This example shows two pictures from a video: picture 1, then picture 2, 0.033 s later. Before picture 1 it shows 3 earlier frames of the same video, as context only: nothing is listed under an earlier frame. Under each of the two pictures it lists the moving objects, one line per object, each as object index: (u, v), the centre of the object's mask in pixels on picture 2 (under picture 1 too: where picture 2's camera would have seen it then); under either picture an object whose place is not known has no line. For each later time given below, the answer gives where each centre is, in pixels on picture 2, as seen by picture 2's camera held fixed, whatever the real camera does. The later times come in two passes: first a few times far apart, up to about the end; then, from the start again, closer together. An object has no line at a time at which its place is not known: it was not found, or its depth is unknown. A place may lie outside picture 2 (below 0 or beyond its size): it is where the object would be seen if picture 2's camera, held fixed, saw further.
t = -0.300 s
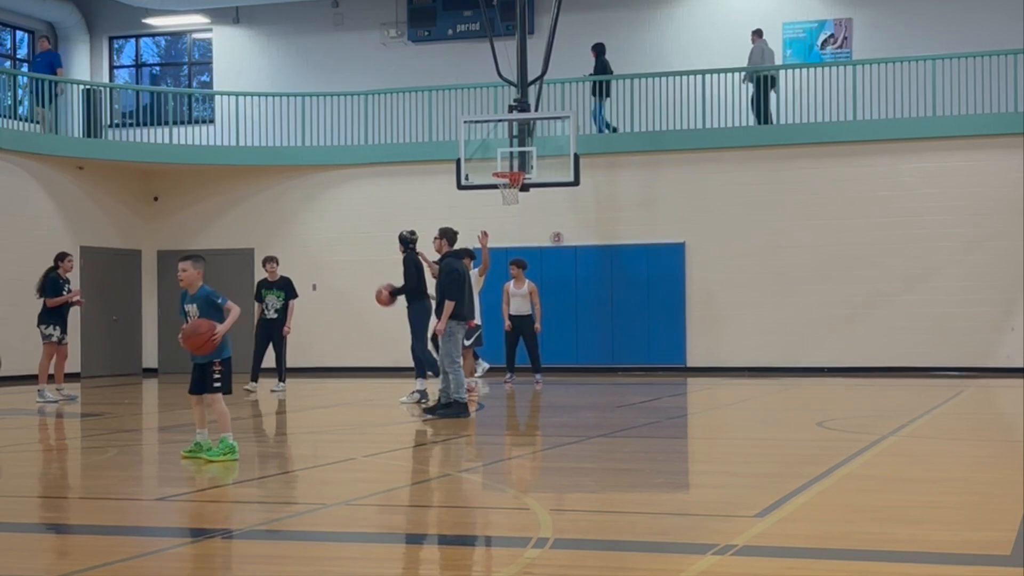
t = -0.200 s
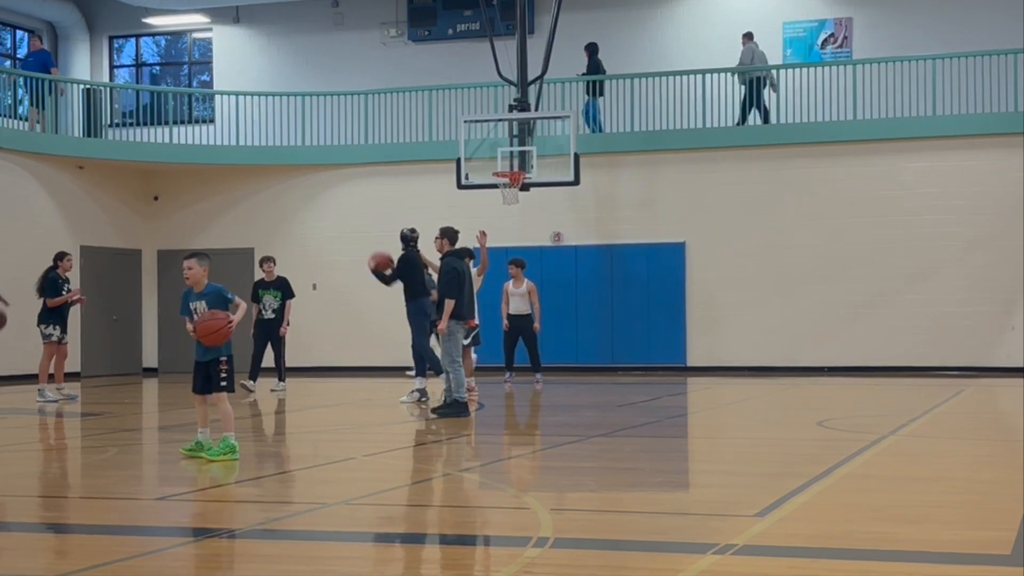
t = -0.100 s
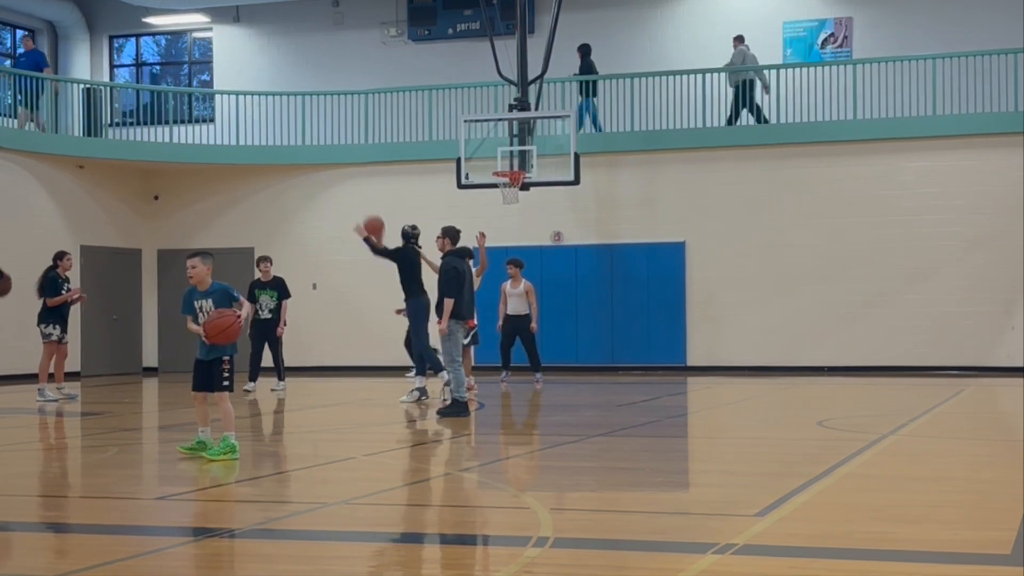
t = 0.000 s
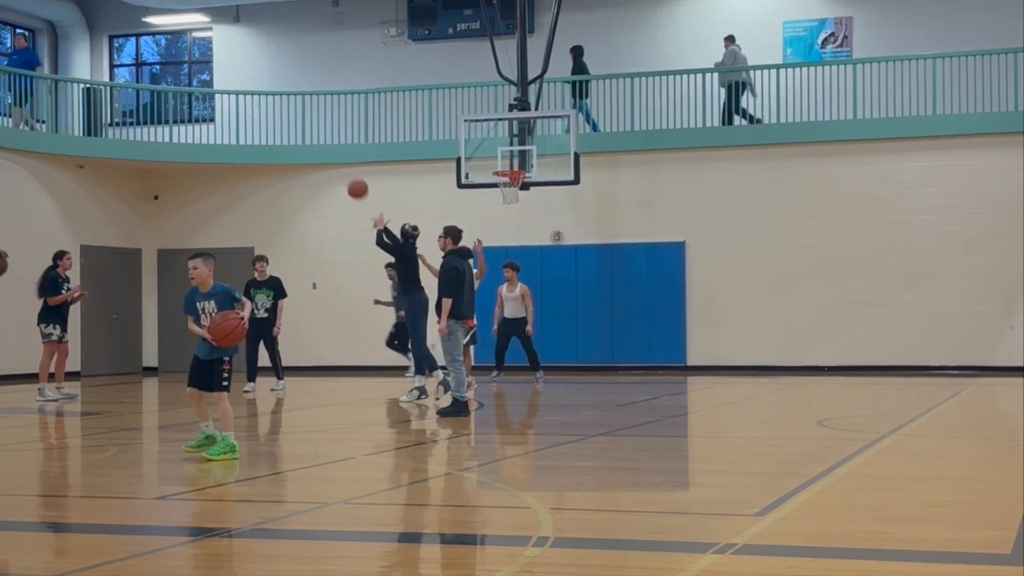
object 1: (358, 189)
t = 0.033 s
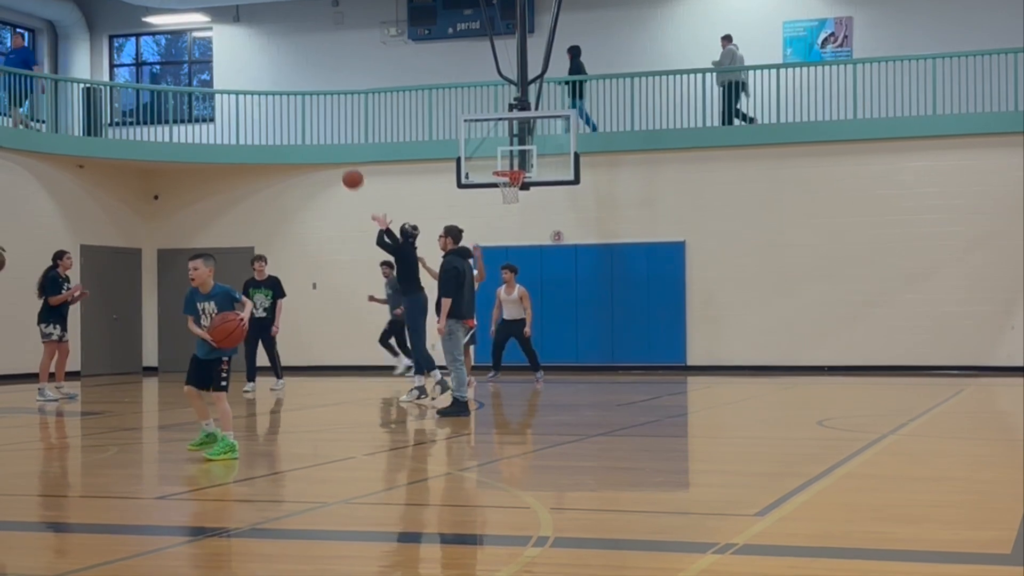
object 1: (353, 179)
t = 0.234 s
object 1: (327, 142)
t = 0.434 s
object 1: (305, 138)
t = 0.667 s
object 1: (285, 169)
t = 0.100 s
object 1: (343, 163)
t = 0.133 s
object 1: (339, 156)
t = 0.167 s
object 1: (335, 150)
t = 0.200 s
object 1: (330, 146)
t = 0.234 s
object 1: (327, 142)
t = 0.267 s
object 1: (323, 139)
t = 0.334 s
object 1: (315, 136)
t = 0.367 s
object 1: (312, 136)
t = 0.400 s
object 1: (309, 137)
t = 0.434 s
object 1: (305, 138)
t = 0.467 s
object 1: (302, 140)
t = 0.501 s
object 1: (299, 143)
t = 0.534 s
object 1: (296, 147)
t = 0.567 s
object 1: (293, 151)
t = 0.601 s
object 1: (291, 157)
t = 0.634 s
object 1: (288, 162)
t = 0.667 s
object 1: (285, 169)
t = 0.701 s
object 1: (282, 177)
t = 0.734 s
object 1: (280, 184)
